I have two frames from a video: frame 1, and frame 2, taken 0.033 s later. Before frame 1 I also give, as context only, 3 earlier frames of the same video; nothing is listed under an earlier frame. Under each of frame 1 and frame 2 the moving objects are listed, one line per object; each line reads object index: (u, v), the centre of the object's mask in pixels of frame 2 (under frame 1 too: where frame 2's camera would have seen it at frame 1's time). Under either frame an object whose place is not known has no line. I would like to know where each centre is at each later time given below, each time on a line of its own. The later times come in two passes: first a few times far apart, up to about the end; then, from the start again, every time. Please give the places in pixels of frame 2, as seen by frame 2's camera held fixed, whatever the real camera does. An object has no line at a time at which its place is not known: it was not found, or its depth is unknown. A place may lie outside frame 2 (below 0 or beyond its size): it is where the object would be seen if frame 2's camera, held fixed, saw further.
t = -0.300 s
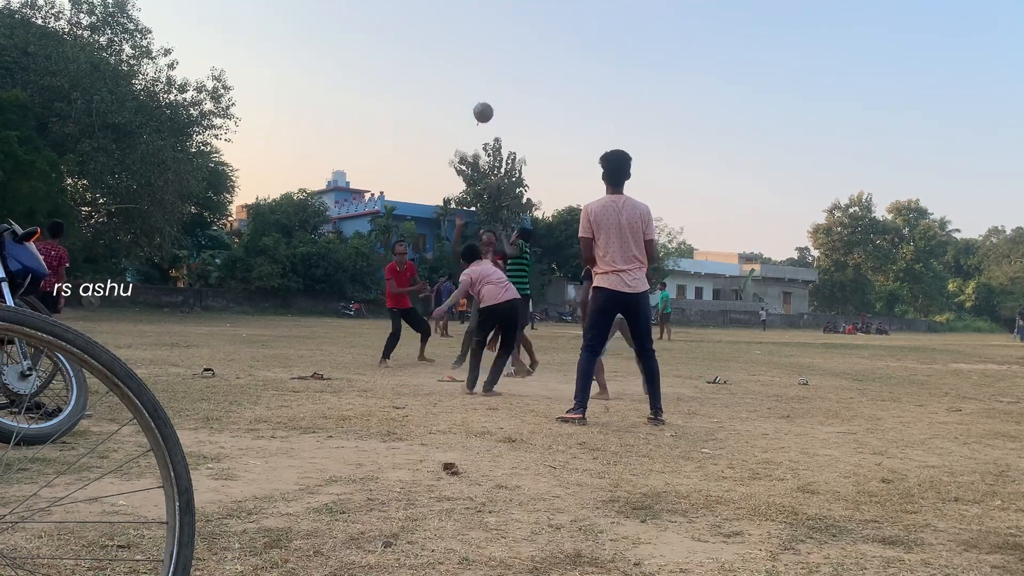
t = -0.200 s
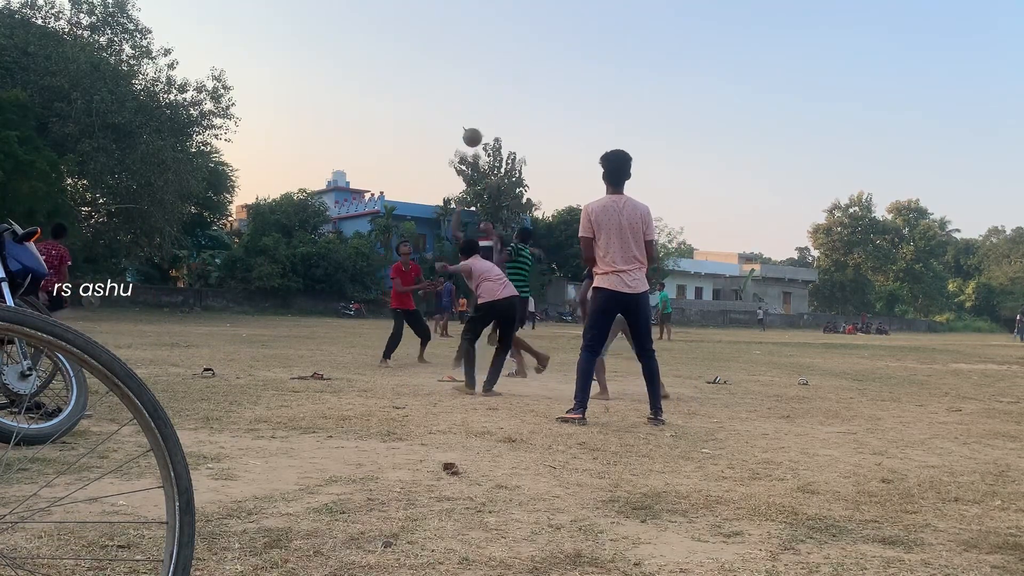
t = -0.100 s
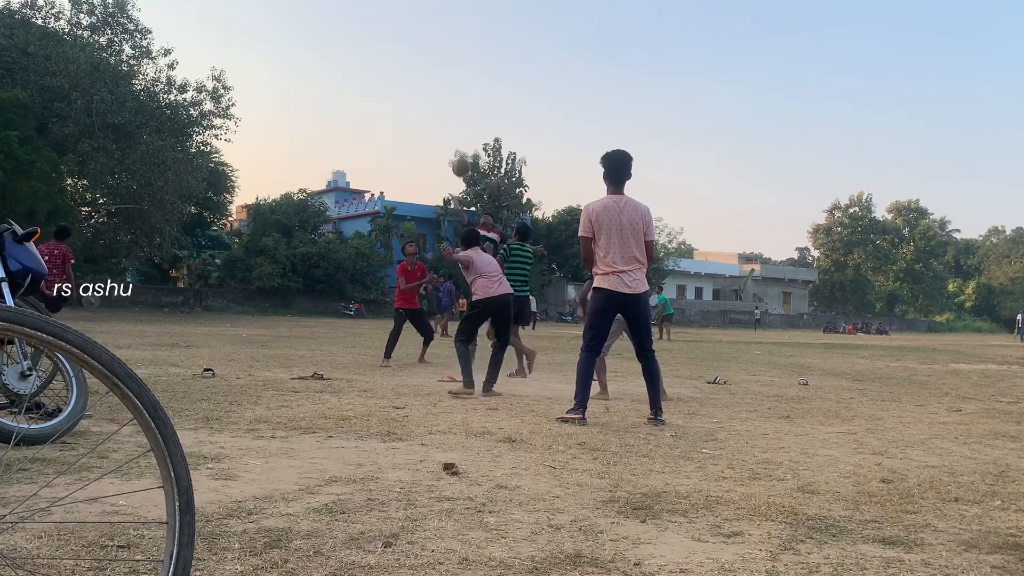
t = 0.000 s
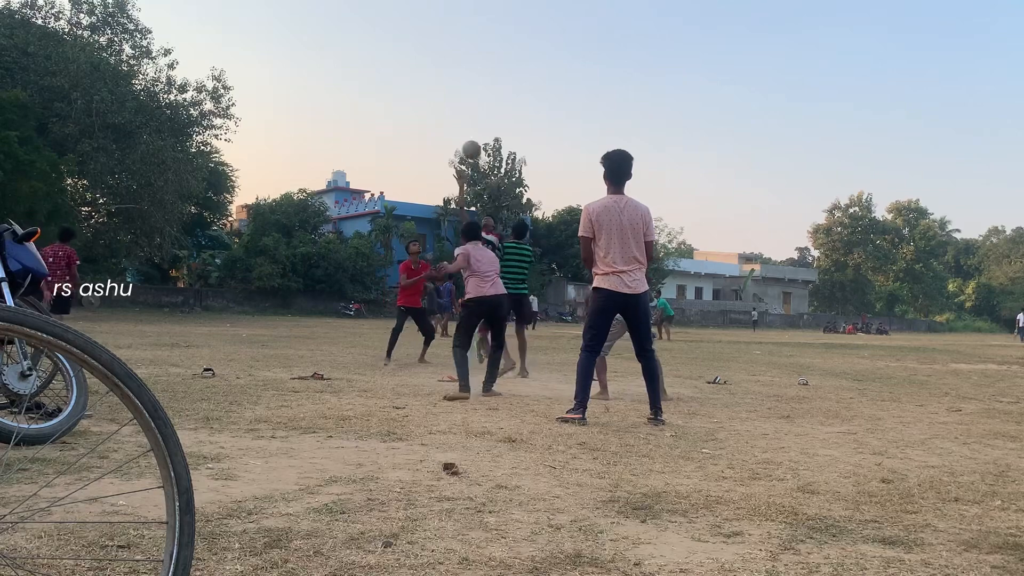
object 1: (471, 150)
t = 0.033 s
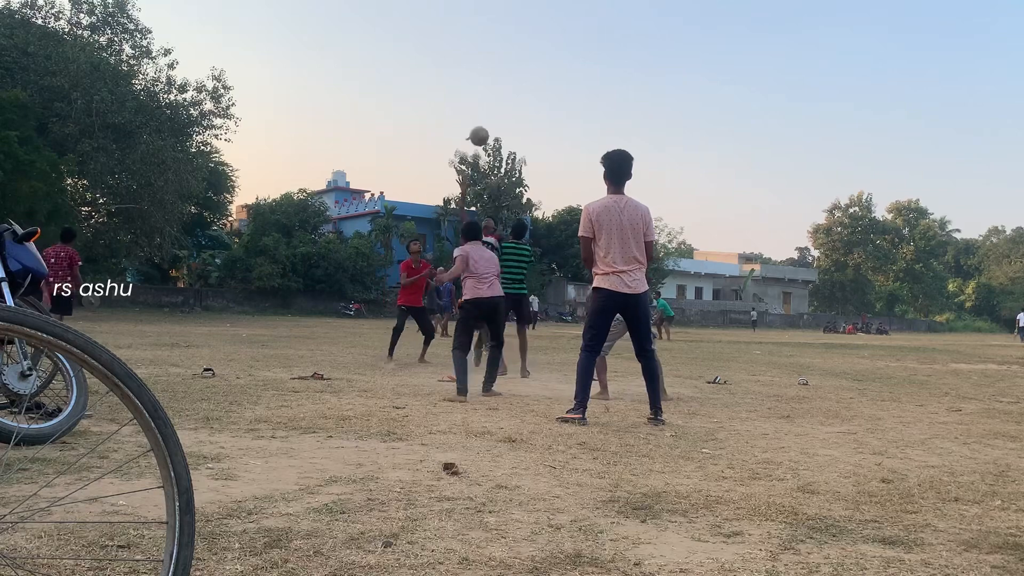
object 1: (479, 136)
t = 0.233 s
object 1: (526, 70)
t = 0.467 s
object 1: (587, 35)
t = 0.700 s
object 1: (655, 56)
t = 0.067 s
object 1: (487, 124)
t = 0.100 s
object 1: (494, 112)
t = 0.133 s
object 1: (501, 100)
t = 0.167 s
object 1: (509, 89)
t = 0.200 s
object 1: (517, 79)
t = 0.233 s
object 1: (526, 70)
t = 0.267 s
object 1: (534, 62)
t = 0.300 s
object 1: (543, 55)
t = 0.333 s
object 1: (552, 49)
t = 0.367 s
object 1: (560, 44)
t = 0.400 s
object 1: (569, 40)
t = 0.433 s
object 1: (578, 37)
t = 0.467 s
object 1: (587, 35)
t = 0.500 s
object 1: (597, 34)
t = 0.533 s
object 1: (606, 34)
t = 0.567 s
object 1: (616, 36)
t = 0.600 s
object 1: (626, 39)
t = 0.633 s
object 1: (636, 43)
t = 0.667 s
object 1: (646, 49)
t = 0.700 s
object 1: (655, 56)
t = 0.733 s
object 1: (665, 64)
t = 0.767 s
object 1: (676, 73)
